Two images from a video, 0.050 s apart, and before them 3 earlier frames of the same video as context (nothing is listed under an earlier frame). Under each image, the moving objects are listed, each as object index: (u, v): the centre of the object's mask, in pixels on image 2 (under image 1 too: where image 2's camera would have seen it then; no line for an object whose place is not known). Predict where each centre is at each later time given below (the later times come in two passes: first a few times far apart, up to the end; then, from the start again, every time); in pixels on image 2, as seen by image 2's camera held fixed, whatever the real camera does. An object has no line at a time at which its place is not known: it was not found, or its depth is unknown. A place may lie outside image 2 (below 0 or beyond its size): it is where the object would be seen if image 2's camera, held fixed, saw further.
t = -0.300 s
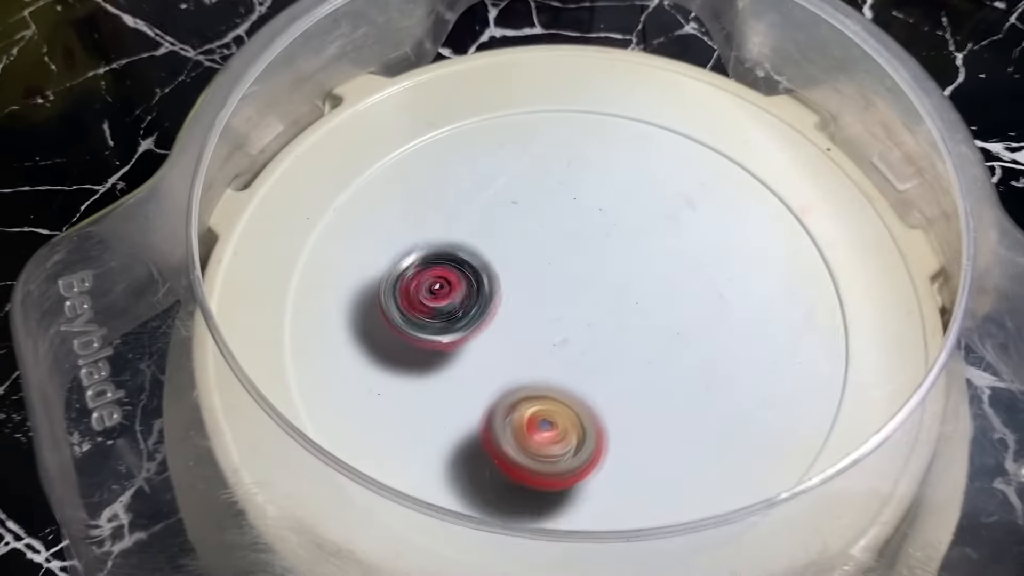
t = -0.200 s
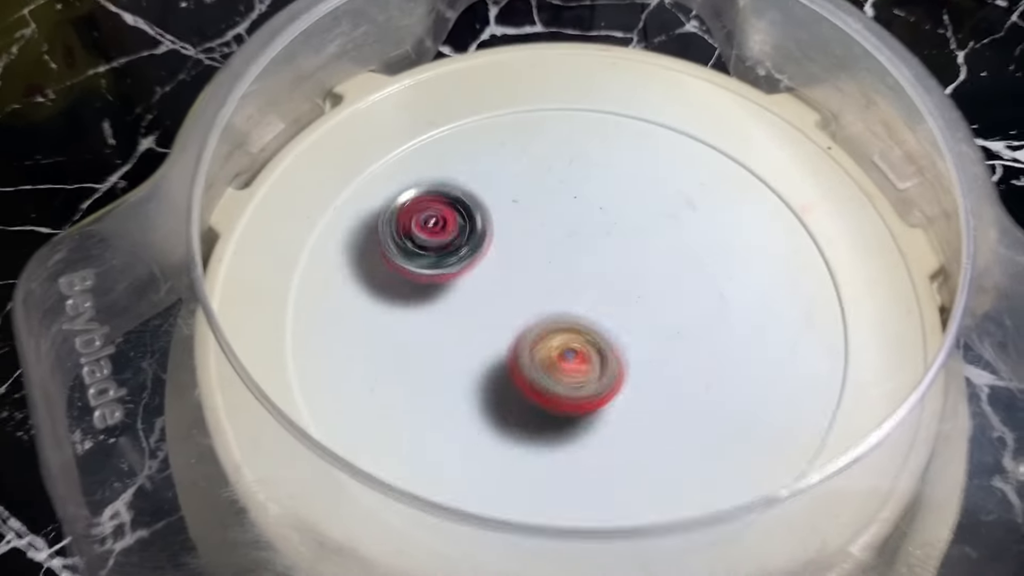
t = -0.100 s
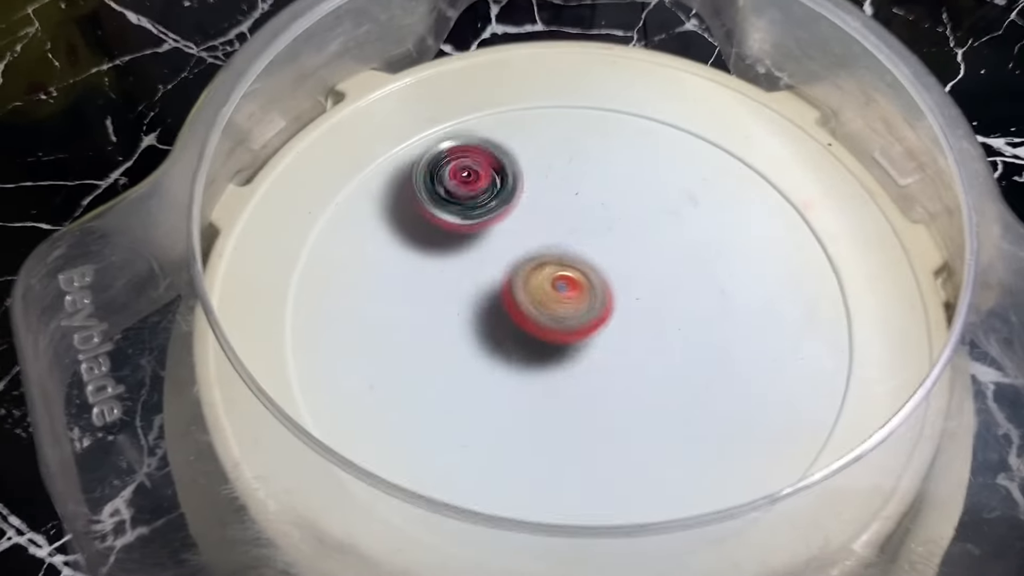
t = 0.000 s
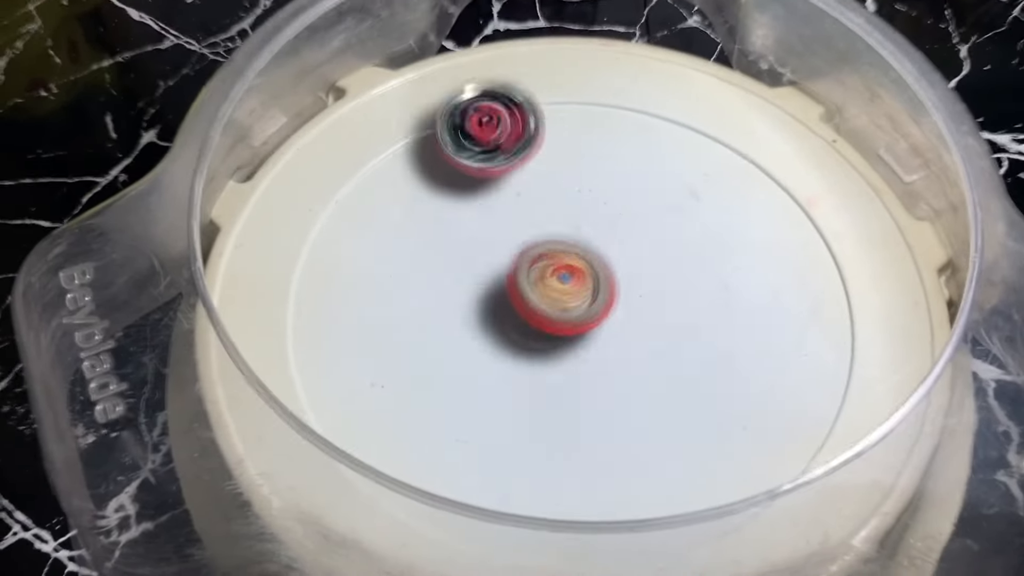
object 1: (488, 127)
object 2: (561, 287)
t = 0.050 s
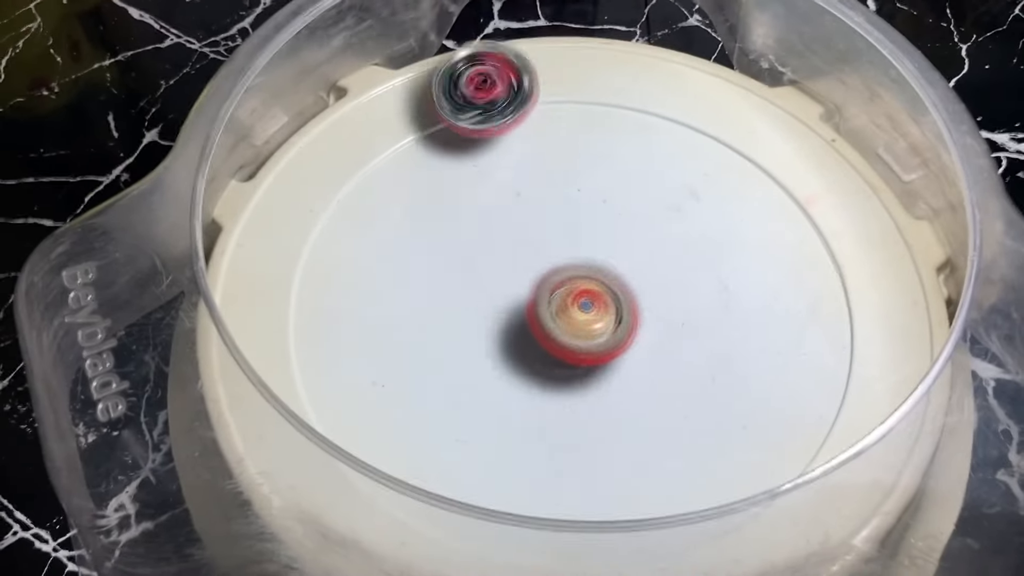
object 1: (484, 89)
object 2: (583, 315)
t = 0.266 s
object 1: (555, 157)
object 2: (614, 324)
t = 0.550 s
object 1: (554, 211)
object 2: (623, 350)
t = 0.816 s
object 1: (520, 242)
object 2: (658, 314)
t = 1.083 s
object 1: (449, 316)
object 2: (609, 313)
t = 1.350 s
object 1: (467, 314)
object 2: (600, 356)
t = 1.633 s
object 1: (414, 275)
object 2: (708, 369)
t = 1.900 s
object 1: (498, 281)
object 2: (646, 296)
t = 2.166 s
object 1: (480, 270)
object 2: (631, 306)
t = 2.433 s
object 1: (453, 271)
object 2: (627, 278)
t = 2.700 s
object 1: (472, 270)
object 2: (602, 286)
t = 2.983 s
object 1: (450, 286)
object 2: (621, 301)
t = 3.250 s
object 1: (344, 290)
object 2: (718, 306)
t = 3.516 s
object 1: (369, 272)
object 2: (687, 266)
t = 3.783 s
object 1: (484, 291)
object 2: (604, 276)
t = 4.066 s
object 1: (463, 302)
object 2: (641, 312)
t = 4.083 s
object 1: (469, 302)
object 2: (634, 315)
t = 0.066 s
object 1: (485, 83)
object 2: (587, 323)
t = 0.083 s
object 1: (488, 79)
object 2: (592, 326)
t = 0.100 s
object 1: (493, 80)
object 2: (597, 331)
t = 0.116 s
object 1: (498, 86)
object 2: (600, 334)
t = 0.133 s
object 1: (505, 93)
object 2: (602, 336)
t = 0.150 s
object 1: (511, 100)
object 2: (606, 336)
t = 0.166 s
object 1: (518, 105)
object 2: (609, 337)
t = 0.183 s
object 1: (525, 113)
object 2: (610, 336)
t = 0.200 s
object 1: (532, 122)
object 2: (611, 335)
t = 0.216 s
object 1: (537, 130)
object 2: (612, 333)
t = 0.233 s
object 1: (544, 138)
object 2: (613, 330)
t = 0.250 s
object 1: (550, 148)
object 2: (613, 327)
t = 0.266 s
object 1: (555, 157)
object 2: (614, 324)
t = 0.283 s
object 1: (560, 166)
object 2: (614, 319)
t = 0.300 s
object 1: (564, 174)
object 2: (611, 316)
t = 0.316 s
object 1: (568, 183)
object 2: (609, 313)
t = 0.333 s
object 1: (570, 191)
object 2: (610, 309)
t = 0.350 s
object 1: (573, 199)
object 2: (610, 307)
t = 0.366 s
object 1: (576, 205)
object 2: (609, 305)
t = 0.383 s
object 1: (577, 207)
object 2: (606, 308)
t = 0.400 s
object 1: (576, 205)
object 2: (606, 319)
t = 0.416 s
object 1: (573, 202)
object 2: (607, 325)
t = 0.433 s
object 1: (572, 202)
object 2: (609, 333)
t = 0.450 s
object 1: (569, 203)
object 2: (609, 338)
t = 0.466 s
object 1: (565, 203)
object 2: (610, 341)
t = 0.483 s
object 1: (562, 203)
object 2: (613, 345)
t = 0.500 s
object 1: (561, 205)
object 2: (615, 348)
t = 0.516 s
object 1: (558, 209)
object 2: (616, 349)
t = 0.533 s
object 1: (555, 209)
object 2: (619, 349)
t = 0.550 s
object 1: (554, 211)
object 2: (623, 350)
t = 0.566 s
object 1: (553, 213)
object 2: (629, 351)
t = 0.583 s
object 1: (551, 215)
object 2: (636, 351)
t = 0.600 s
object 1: (549, 216)
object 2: (644, 351)
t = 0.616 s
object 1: (547, 218)
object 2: (650, 351)
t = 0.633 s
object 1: (546, 221)
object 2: (655, 349)
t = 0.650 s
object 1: (543, 223)
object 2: (659, 344)
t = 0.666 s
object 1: (540, 223)
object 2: (662, 340)
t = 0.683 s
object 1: (538, 225)
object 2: (664, 336)
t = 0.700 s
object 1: (536, 228)
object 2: (666, 333)
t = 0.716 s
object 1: (533, 230)
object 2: (668, 330)
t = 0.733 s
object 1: (531, 231)
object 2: (669, 328)
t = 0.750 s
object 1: (530, 234)
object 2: (669, 327)
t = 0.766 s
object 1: (527, 237)
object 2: (667, 325)
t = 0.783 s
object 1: (524, 237)
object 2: (664, 322)
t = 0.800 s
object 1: (522, 239)
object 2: (661, 318)
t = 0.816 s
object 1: (520, 242)
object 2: (658, 314)
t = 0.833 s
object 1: (515, 245)
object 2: (654, 309)
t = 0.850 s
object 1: (510, 248)
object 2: (650, 305)
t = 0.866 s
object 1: (508, 253)
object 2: (648, 301)
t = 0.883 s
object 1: (505, 261)
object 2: (645, 299)
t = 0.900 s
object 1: (500, 268)
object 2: (642, 297)
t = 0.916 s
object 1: (496, 275)
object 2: (640, 294)
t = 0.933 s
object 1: (493, 282)
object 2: (641, 292)
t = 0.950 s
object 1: (488, 289)
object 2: (641, 292)
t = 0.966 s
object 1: (483, 294)
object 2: (639, 293)
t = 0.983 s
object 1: (479, 297)
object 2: (634, 294)
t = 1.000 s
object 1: (475, 301)
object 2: (629, 295)
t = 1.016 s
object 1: (470, 304)
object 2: (624, 298)
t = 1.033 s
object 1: (465, 306)
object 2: (619, 301)
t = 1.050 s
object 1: (460, 309)
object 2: (615, 305)
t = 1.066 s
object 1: (455, 313)
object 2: (612, 308)
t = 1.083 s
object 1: (449, 316)
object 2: (609, 313)
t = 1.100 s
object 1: (446, 318)
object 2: (608, 317)
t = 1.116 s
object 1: (444, 321)
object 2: (604, 323)
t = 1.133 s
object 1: (442, 322)
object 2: (603, 327)
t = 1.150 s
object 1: (442, 321)
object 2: (599, 331)
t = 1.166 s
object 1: (443, 322)
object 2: (597, 335)
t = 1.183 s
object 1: (443, 322)
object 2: (594, 339)
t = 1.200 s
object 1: (444, 321)
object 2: (594, 343)
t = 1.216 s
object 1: (447, 320)
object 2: (595, 346)
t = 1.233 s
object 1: (449, 320)
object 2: (595, 348)
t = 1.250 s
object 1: (450, 318)
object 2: (594, 350)
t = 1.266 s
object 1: (453, 318)
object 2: (594, 351)
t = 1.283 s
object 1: (456, 318)
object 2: (595, 352)
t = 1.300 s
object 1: (458, 317)
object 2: (595, 353)
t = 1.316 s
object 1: (461, 315)
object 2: (596, 354)
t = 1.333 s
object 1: (465, 315)
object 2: (598, 354)
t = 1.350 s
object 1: (467, 314)
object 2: (600, 356)
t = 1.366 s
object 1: (469, 314)
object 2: (602, 356)
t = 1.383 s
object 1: (473, 314)
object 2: (603, 357)
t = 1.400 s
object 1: (477, 314)
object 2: (603, 357)
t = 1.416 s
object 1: (478, 314)
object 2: (602, 359)
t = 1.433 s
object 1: (481, 314)
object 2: (603, 362)
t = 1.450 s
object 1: (484, 315)
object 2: (603, 363)
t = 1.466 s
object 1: (486, 315)
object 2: (602, 366)
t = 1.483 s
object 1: (474, 309)
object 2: (617, 372)
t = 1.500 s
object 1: (459, 303)
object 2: (636, 376)
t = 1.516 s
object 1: (445, 298)
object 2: (651, 381)
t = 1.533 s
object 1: (435, 291)
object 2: (665, 385)
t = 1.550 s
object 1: (427, 287)
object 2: (677, 388)
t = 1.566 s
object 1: (419, 283)
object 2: (686, 388)
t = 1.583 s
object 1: (414, 280)
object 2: (695, 385)
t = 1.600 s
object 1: (413, 278)
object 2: (702, 380)
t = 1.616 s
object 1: (412, 278)
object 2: (706, 374)
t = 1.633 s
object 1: (414, 275)
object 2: (708, 369)
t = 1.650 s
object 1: (417, 277)
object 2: (711, 362)
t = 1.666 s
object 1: (420, 276)
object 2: (712, 354)
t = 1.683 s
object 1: (425, 276)
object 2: (711, 346)
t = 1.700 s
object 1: (430, 276)
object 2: (709, 336)
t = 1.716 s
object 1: (435, 276)
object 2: (706, 328)
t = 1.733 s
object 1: (441, 276)
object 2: (702, 322)
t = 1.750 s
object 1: (447, 277)
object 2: (698, 317)
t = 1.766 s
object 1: (452, 277)
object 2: (693, 312)
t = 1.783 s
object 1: (459, 276)
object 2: (688, 308)
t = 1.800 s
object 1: (464, 276)
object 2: (682, 304)
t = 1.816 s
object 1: (469, 277)
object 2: (675, 301)
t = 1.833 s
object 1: (476, 279)
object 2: (668, 300)
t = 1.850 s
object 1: (481, 279)
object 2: (662, 298)
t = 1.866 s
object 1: (487, 279)
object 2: (657, 297)
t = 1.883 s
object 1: (494, 281)
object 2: (652, 297)
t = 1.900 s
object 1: (498, 281)
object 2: (646, 296)
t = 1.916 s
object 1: (503, 281)
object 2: (640, 295)
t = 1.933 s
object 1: (509, 282)
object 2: (635, 296)
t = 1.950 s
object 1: (511, 282)
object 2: (635, 297)
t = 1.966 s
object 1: (500, 280)
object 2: (646, 300)
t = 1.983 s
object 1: (491, 278)
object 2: (655, 303)
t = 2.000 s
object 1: (484, 276)
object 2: (660, 305)
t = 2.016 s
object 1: (479, 276)
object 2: (664, 308)
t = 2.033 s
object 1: (475, 274)
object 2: (665, 310)
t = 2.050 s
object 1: (473, 273)
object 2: (665, 312)
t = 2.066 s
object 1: (473, 273)
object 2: (664, 313)
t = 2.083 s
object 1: (472, 273)
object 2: (658, 313)
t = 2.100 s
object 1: (473, 272)
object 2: (653, 314)
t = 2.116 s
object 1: (474, 272)
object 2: (649, 314)
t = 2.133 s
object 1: (475, 271)
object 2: (644, 312)
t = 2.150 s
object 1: (477, 270)
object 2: (638, 310)
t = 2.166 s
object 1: (480, 270)
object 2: (631, 306)
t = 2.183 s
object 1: (482, 269)
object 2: (626, 305)
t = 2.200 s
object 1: (485, 269)
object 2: (621, 302)
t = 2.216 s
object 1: (487, 268)
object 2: (617, 299)
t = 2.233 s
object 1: (489, 268)
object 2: (613, 295)
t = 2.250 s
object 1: (492, 268)
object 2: (609, 293)
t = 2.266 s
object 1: (491, 268)
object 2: (608, 291)
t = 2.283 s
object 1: (481, 270)
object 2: (615, 287)
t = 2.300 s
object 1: (473, 270)
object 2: (621, 283)
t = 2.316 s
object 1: (465, 270)
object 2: (624, 281)
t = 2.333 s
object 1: (461, 271)
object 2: (625, 280)
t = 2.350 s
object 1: (456, 272)
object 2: (627, 279)
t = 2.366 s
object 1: (454, 271)
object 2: (629, 278)
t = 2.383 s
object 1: (453, 271)
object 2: (630, 278)
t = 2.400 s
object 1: (453, 271)
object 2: (629, 277)
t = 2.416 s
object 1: (454, 270)
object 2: (627, 278)
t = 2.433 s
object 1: (453, 271)
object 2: (627, 278)
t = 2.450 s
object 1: (454, 269)
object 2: (626, 279)
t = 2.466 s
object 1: (454, 269)
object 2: (624, 278)
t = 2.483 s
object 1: (454, 268)
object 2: (620, 278)
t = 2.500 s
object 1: (456, 267)
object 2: (618, 279)
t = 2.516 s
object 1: (456, 268)
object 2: (617, 280)
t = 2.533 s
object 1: (458, 266)
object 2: (615, 280)
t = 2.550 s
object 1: (459, 267)
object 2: (612, 280)
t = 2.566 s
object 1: (460, 266)
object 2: (609, 280)
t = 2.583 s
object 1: (463, 267)
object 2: (607, 281)
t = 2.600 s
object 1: (464, 268)
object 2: (606, 282)
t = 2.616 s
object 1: (467, 267)
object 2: (604, 282)
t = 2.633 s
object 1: (469, 269)
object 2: (602, 282)
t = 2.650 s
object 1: (471, 268)
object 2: (599, 284)
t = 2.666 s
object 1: (475, 269)
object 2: (599, 285)
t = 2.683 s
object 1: (476, 269)
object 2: (598, 286)
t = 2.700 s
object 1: (472, 270)
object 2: (602, 286)
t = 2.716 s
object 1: (463, 270)
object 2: (610, 285)
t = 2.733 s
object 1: (455, 272)
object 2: (618, 286)
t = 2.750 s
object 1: (450, 272)
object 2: (623, 286)
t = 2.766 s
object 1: (445, 275)
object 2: (628, 287)
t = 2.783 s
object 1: (442, 275)
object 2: (630, 288)
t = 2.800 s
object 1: (441, 277)
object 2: (631, 288)
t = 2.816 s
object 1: (439, 278)
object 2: (633, 290)
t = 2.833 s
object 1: (440, 278)
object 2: (634, 291)
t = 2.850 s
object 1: (439, 279)
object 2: (634, 293)
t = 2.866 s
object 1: (440, 280)
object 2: (633, 294)
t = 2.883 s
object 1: (441, 281)
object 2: (632, 295)
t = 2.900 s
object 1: (442, 281)
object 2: (631, 297)
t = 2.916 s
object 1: (443, 283)
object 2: (630, 298)
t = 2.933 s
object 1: (444, 283)
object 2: (627, 299)
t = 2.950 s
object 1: (447, 284)
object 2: (624, 299)
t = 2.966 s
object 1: (448, 285)
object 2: (623, 301)
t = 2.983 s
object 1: (450, 286)
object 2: (621, 301)
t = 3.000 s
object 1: (452, 287)
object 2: (618, 301)
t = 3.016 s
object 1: (455, 288)
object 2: (615, 301)
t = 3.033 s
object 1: (457, 290)
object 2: (612, 301)
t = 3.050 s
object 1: (459, 290)
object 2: (611, 302)
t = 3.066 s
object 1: (463, 292)
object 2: (609, 301)
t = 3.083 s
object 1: (465, 293)
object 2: (605, 302)
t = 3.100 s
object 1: (468, 295)
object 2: (603, 302)
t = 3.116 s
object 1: (470, 296)
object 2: (602, 302)
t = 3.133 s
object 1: (474, 297)
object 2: (600, 301)
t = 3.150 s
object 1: (477, 299)
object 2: (598, 301)
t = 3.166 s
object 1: (460, 300)
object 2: (615, 303)
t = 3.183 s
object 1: (431, 297)
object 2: (641, 304)
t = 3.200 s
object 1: (404, 297)
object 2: (665, 304)
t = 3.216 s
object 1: (382, 294)
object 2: (684, 305)
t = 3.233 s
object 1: (359, 294)
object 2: (702, 306)
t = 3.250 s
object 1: (344, 290)
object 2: (718, 306)
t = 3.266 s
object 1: (330, 288)
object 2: (726, 304)
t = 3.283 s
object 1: (319, 286)
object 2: (736, 306)
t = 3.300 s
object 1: (311, 284)
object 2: (747, 304)
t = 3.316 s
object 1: (307, 283)
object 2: (750, 301)
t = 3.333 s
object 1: (304, 282)
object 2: (750, 300)
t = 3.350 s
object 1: (306, 281)
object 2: (751, 296)
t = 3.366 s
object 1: (309, 282)
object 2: (751, 293)
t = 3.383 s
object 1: (314, 279)
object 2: (747, 289)
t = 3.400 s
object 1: (320, 279)
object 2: (744, 288)
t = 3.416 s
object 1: (326, 277)
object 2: (739, 282)
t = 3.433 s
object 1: (333, 277)
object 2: (729, 278)
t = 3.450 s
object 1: (338, 274)
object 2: (722, 275)
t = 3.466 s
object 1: (347, 273)
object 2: (716, 271)
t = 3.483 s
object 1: (354, 271)
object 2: (705, 267)
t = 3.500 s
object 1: (362, 271)
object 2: (694, 267)
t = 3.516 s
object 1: (369, 272)
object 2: (687, 266)
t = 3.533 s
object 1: (378, 272)
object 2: (677, 263)
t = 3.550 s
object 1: (385, 272)
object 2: (667, 263)
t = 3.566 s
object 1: (392, 271)
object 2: (661, 263)
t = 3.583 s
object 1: (398, 273)
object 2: (654, 262)
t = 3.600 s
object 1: (406, 274)
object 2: (645, 262)
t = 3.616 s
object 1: (412, 274)
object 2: (639, 262)
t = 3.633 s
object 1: (419, 275)
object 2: (634, 260)
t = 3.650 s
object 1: (426, 277)
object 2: (626, 260)
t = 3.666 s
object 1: (433, 279)
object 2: (622, 260)
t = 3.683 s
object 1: (441, 280)
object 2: (619, 259)
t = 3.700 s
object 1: (448, 281)
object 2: (614, 259)
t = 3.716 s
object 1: (456, 283)
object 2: (612, 260)
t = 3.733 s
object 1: (462, 283)
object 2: (612, 261)
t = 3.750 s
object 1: (470, 287)
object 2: (609, 264)
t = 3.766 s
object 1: (476, 288)
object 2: (606, 271)
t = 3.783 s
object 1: (484, 291)
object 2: (604, 276)
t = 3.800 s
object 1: (476, 292)
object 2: (609, 281)
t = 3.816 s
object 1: (462, 294)
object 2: (624, 286)
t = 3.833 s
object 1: (450, 296)
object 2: (637, 290)
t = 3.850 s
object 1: (440, 298)
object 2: (645, 291)
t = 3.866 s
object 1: (433, 299)
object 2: (654, 295)
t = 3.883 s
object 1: (427, 301)
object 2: (661, 296)
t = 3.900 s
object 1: (424, 303)
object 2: (663, 299)
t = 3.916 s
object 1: (423, 305)
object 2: (668, 301)
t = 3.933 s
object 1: (424, 305)
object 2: (669, 301)
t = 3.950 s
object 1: (426, 306)
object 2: (668, 304)
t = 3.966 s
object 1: (430, 306)
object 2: (669, 305)
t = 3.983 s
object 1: (434, 305)
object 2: (663, 306)
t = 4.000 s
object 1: (439, 305)
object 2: (660, 310)
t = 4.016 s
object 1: (445, 305)
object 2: (657, 309)
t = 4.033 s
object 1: (451, 304)
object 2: (650, 311)
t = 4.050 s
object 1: (456, 303)
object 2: (646, 313)
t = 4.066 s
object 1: (463, 302)
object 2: (641, 312)
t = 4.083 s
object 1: (469, 302)
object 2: (634, 315)
